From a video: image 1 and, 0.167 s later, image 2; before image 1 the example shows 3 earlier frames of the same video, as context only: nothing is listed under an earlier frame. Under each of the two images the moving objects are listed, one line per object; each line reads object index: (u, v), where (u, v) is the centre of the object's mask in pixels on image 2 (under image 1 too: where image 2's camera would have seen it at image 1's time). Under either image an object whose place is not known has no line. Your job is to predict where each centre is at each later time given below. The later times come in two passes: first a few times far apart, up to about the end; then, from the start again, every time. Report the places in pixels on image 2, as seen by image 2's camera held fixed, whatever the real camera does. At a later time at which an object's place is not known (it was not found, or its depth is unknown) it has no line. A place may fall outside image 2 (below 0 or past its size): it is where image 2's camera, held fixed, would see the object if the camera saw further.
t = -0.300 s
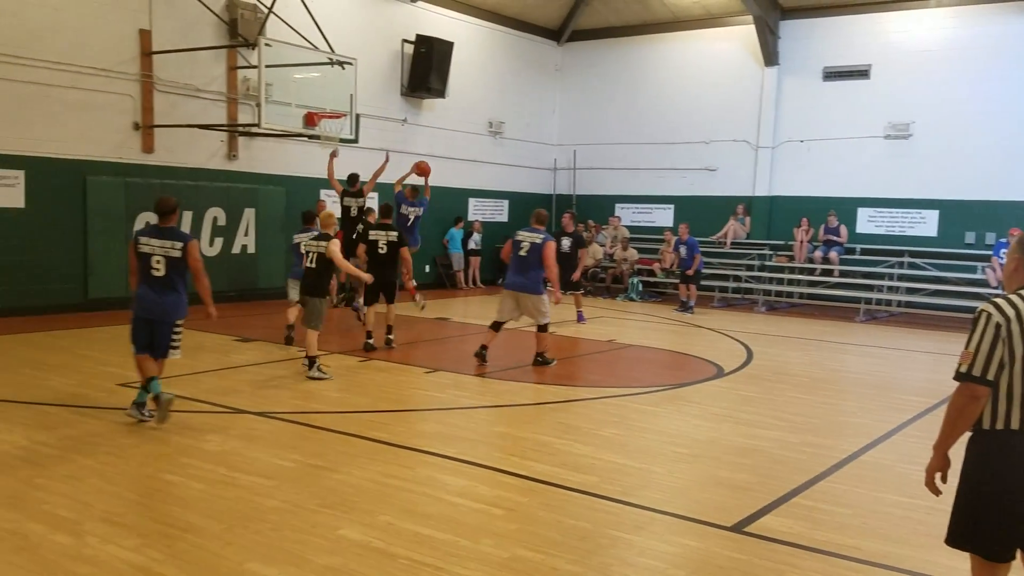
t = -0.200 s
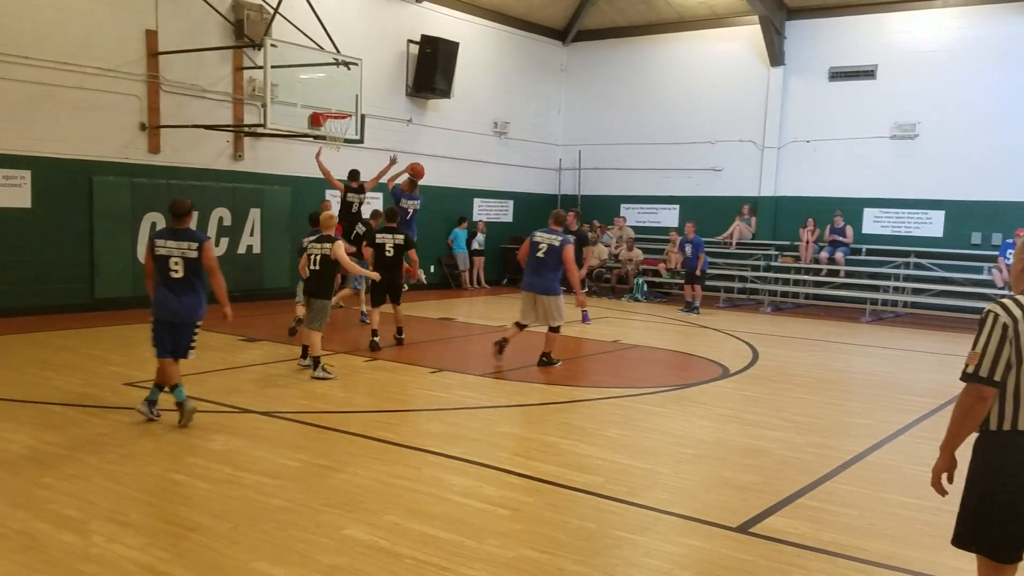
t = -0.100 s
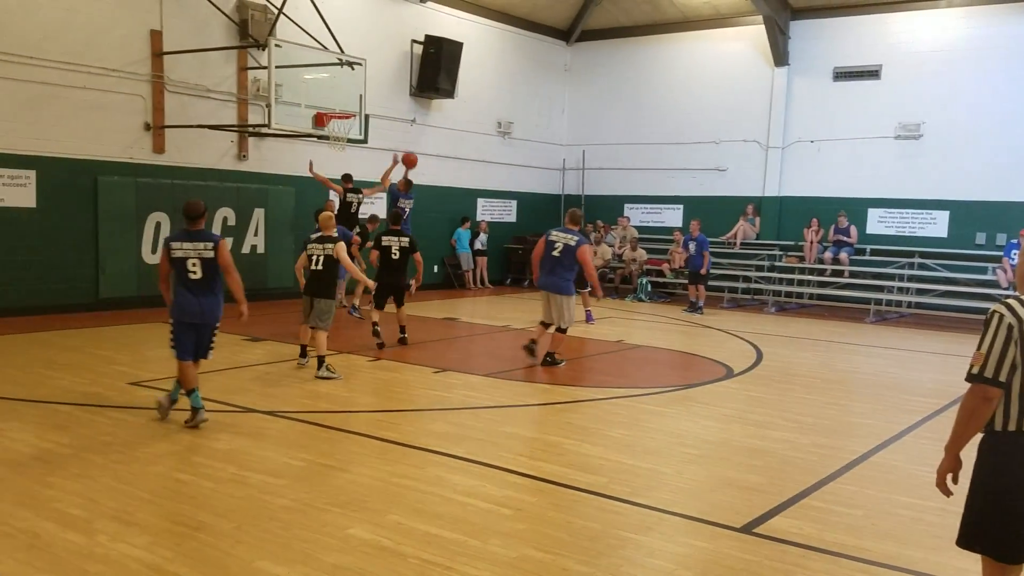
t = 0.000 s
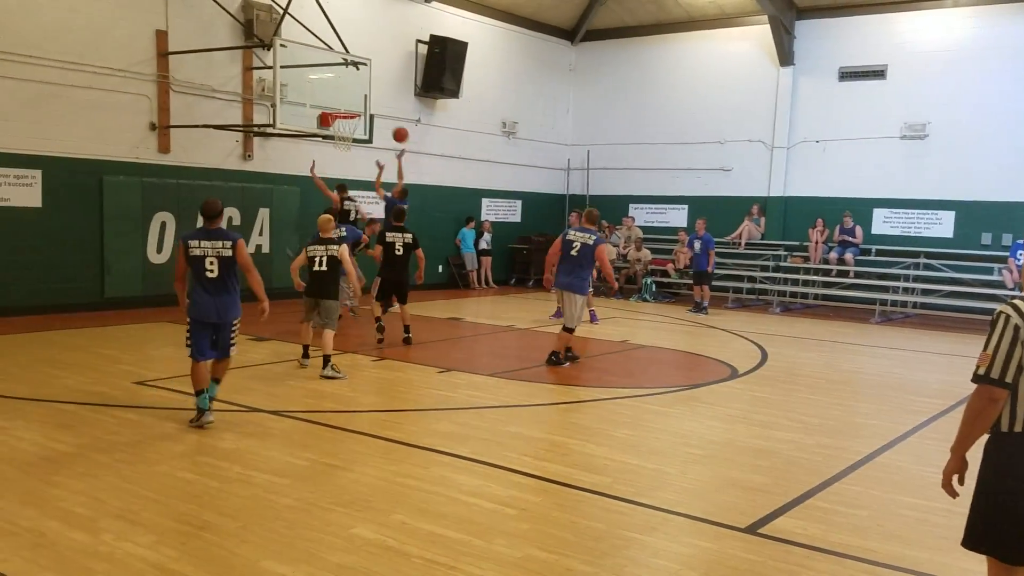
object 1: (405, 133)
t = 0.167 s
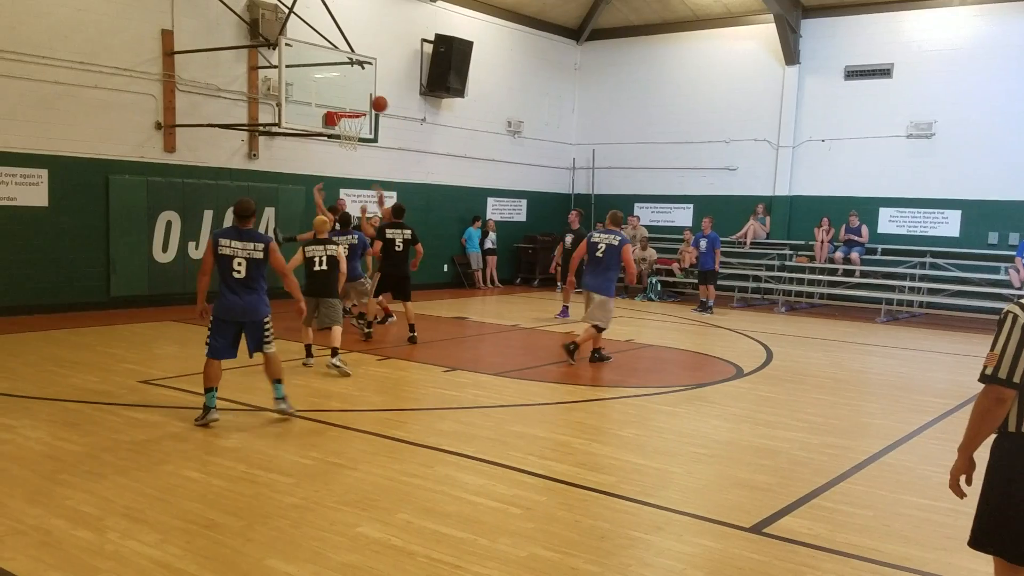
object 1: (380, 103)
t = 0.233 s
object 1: (369, 96)
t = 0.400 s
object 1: (342, 93)
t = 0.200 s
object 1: (374, 99)
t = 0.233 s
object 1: (369, 96)
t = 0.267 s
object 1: (363, 94)
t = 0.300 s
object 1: (358, 92)
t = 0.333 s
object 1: (353, 92)
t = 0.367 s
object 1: (348, 92)
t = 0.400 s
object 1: (342, 93)
